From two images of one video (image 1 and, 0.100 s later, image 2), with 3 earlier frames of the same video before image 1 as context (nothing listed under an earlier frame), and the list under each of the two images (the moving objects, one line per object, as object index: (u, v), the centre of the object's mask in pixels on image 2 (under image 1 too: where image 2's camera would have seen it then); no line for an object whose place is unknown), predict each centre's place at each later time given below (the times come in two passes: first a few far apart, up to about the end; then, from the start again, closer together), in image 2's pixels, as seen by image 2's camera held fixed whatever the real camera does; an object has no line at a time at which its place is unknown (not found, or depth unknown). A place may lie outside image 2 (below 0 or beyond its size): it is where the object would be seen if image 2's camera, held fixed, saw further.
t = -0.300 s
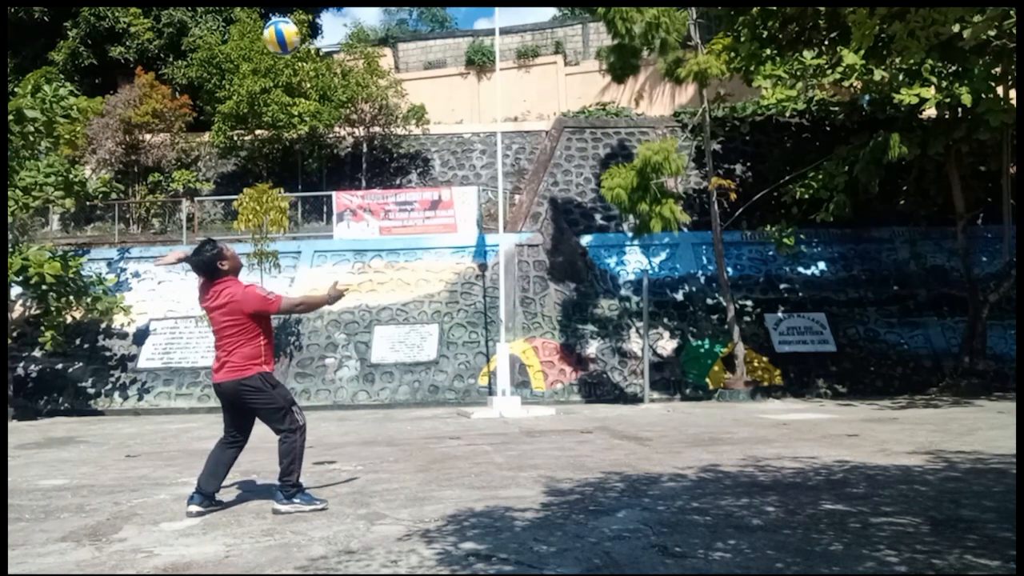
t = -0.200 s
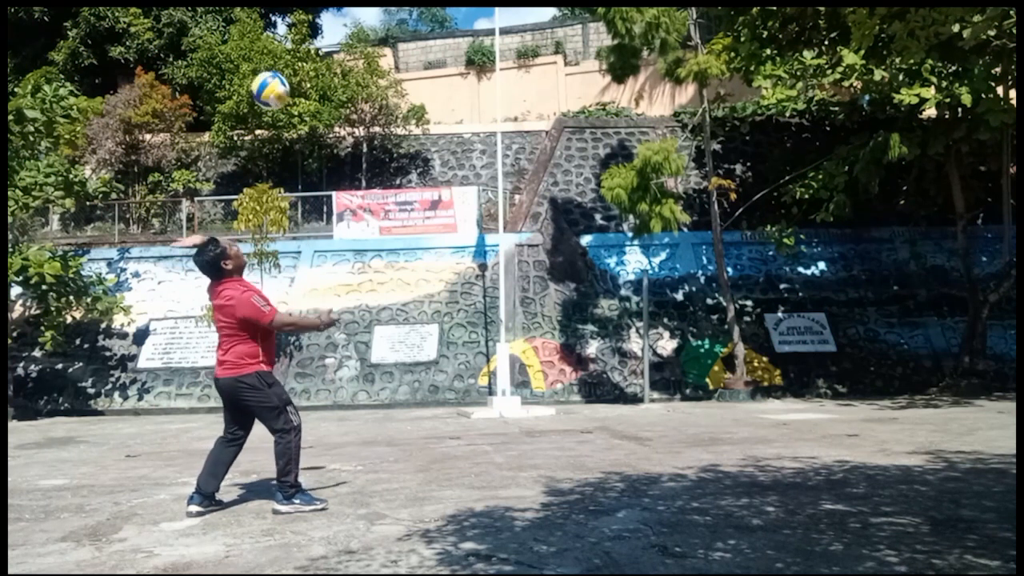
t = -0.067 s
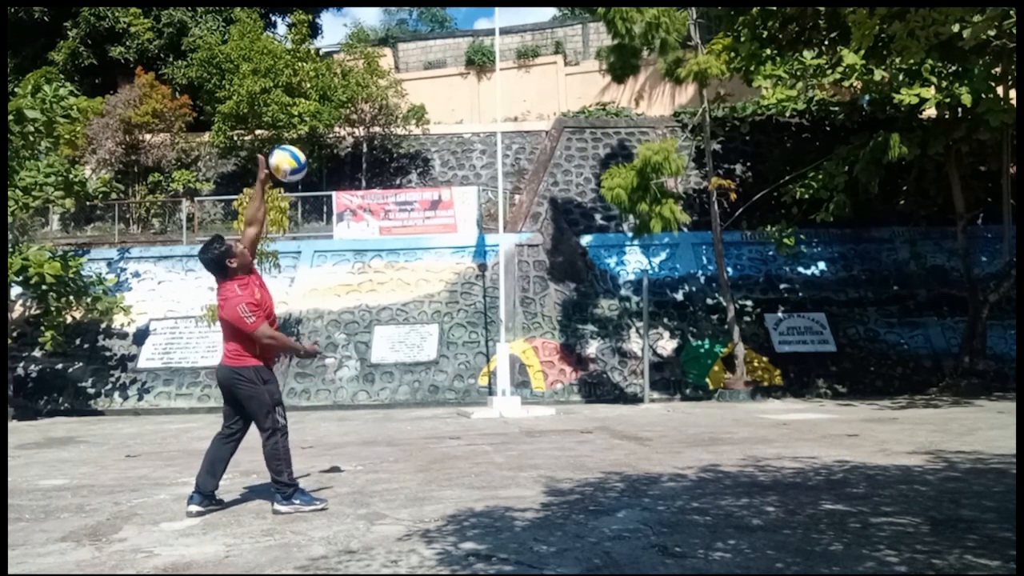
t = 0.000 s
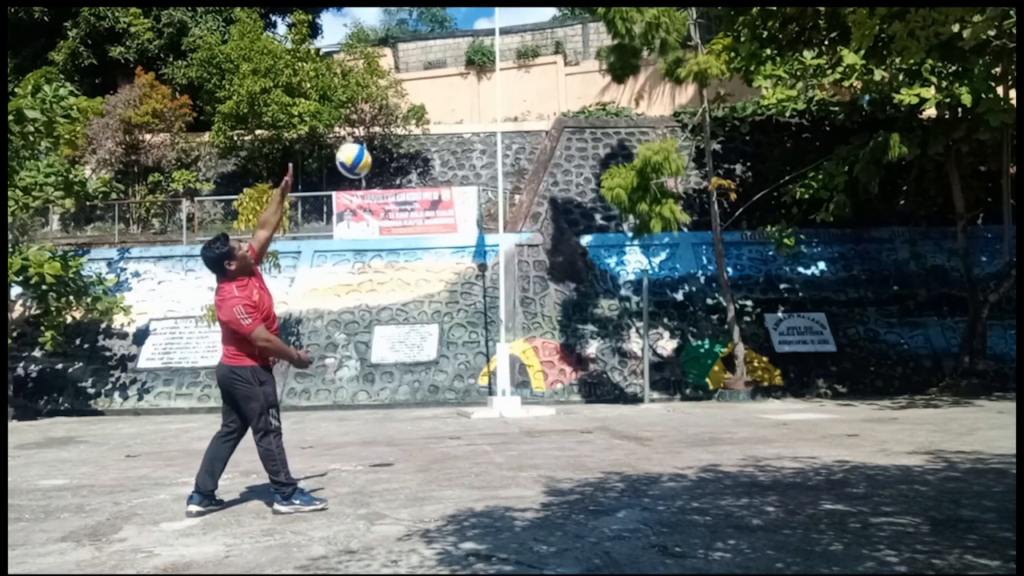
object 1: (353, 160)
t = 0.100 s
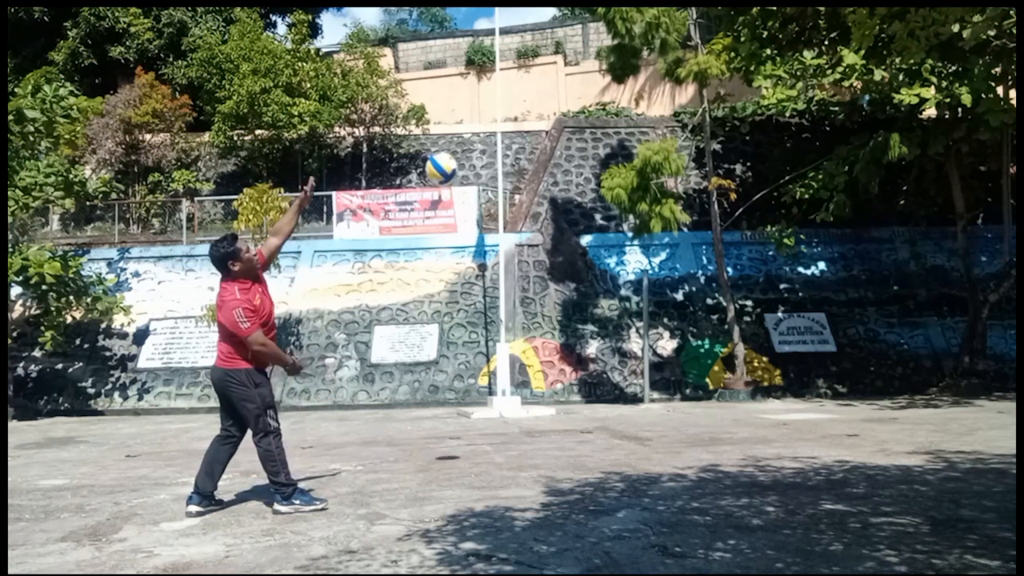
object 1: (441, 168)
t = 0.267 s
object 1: (567, 210)
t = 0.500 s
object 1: (716, 320)
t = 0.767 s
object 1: (840, 387)
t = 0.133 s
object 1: (467, 173)
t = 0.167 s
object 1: (493, 180)
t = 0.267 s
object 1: (567, 210)
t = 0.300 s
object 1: (590, 221)
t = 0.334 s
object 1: (612, 235)
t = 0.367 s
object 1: (635, 249)
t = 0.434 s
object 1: (677, 284)
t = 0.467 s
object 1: (697, 301)
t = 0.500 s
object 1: (716, 320)
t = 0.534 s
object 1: (736, 338)
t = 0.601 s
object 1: (774, 384)
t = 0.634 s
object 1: (792, 406)
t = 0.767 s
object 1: (840, 387)
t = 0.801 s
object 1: (847, 368)
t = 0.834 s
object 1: (855, 350)
